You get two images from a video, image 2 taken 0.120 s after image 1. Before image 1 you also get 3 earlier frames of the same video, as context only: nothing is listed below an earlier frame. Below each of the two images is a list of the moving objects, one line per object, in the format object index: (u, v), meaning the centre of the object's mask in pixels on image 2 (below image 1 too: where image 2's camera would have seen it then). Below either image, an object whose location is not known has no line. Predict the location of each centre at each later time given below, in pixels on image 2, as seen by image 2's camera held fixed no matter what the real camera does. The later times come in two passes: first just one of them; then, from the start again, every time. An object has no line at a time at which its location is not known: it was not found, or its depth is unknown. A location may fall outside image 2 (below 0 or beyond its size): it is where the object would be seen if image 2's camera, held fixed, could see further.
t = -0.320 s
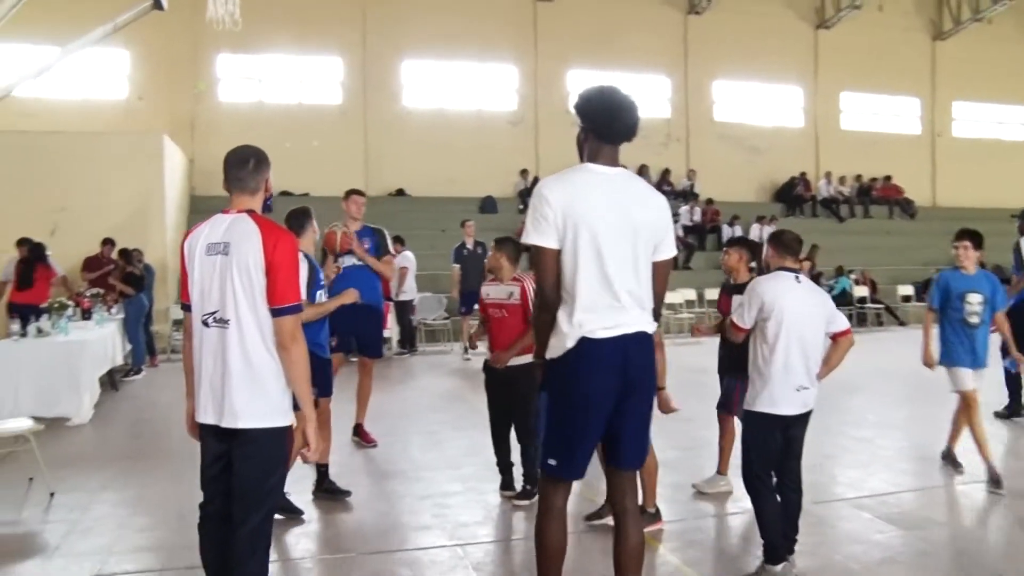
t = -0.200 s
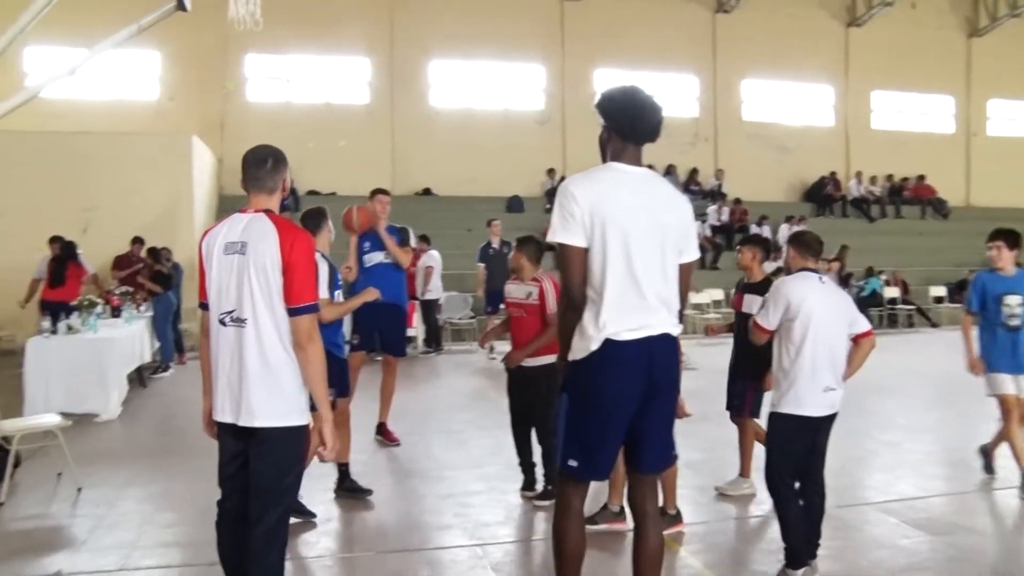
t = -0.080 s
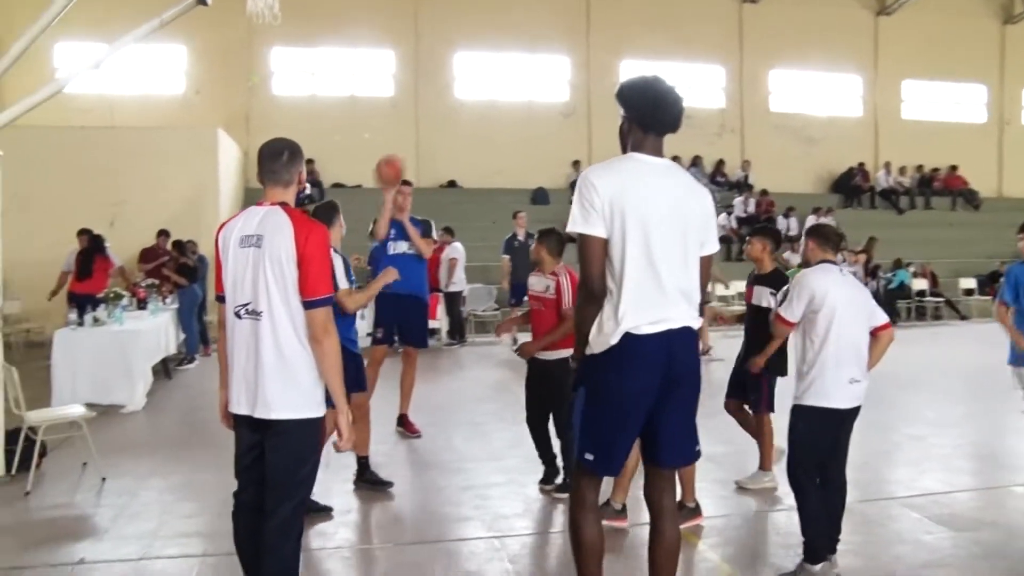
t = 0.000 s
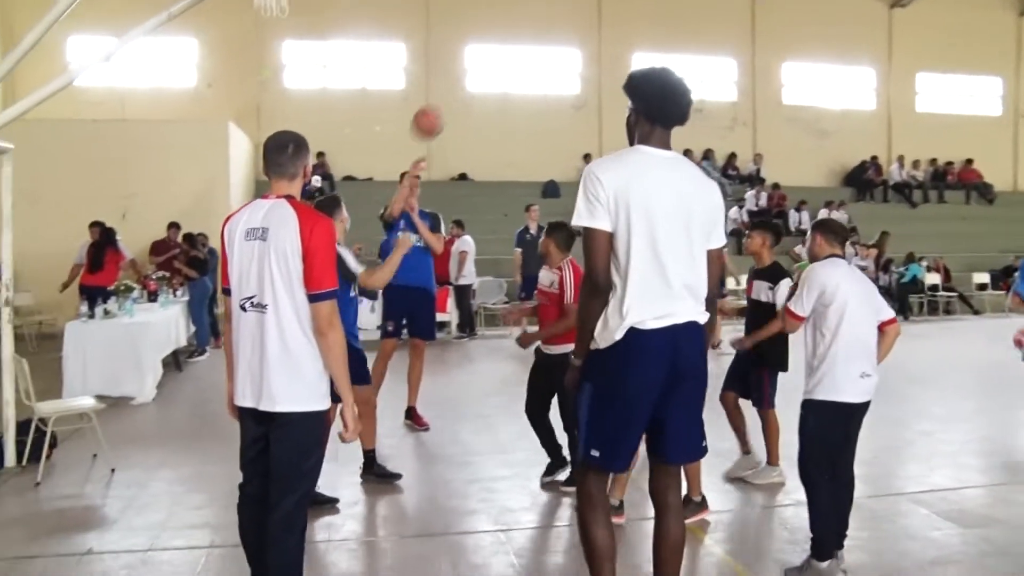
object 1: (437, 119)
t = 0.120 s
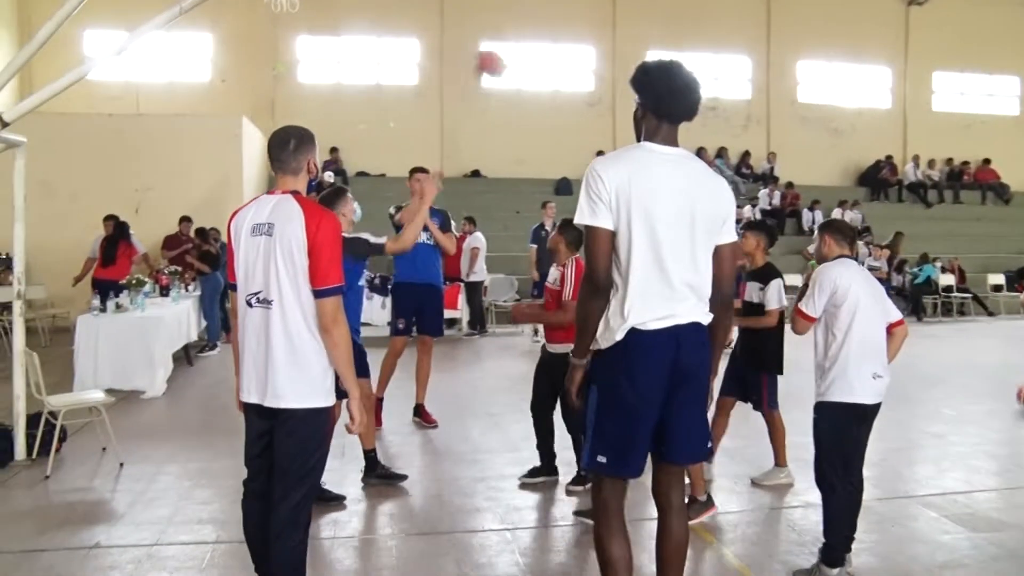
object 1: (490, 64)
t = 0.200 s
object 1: (535, 29)
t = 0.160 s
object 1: (512, 45)
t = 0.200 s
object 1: (535, 29)
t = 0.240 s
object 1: (558, 18)
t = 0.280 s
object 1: (582, 9)
